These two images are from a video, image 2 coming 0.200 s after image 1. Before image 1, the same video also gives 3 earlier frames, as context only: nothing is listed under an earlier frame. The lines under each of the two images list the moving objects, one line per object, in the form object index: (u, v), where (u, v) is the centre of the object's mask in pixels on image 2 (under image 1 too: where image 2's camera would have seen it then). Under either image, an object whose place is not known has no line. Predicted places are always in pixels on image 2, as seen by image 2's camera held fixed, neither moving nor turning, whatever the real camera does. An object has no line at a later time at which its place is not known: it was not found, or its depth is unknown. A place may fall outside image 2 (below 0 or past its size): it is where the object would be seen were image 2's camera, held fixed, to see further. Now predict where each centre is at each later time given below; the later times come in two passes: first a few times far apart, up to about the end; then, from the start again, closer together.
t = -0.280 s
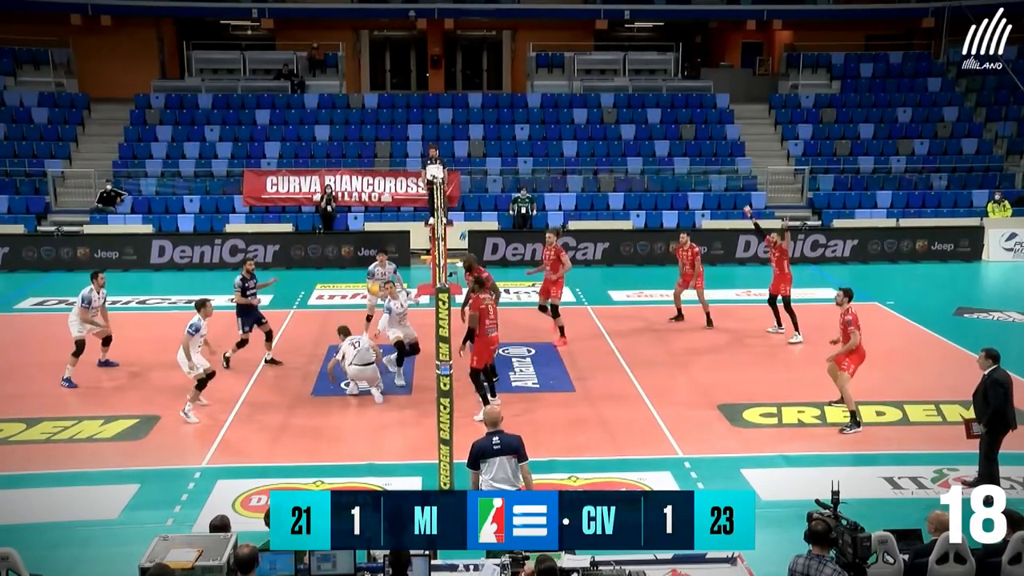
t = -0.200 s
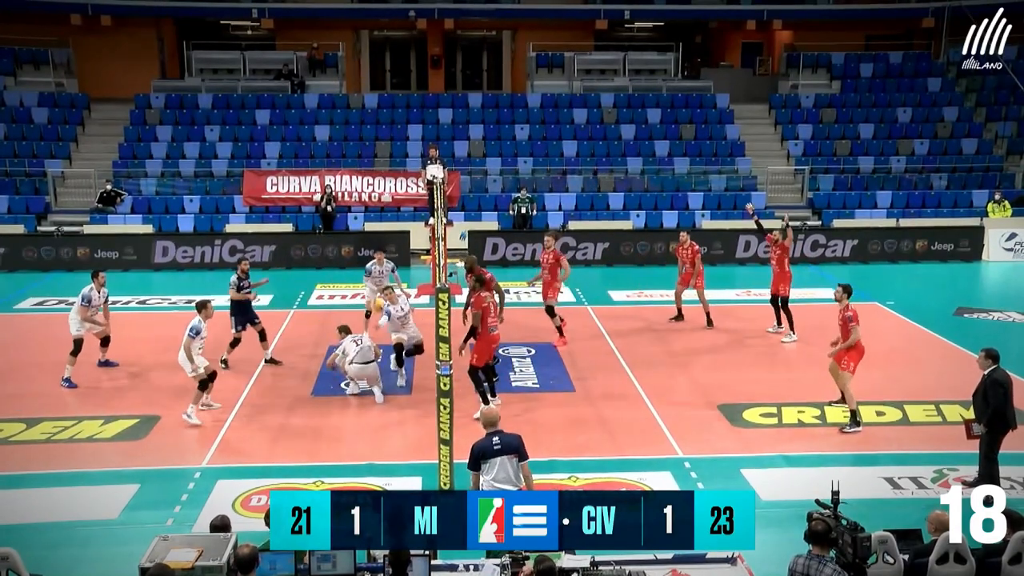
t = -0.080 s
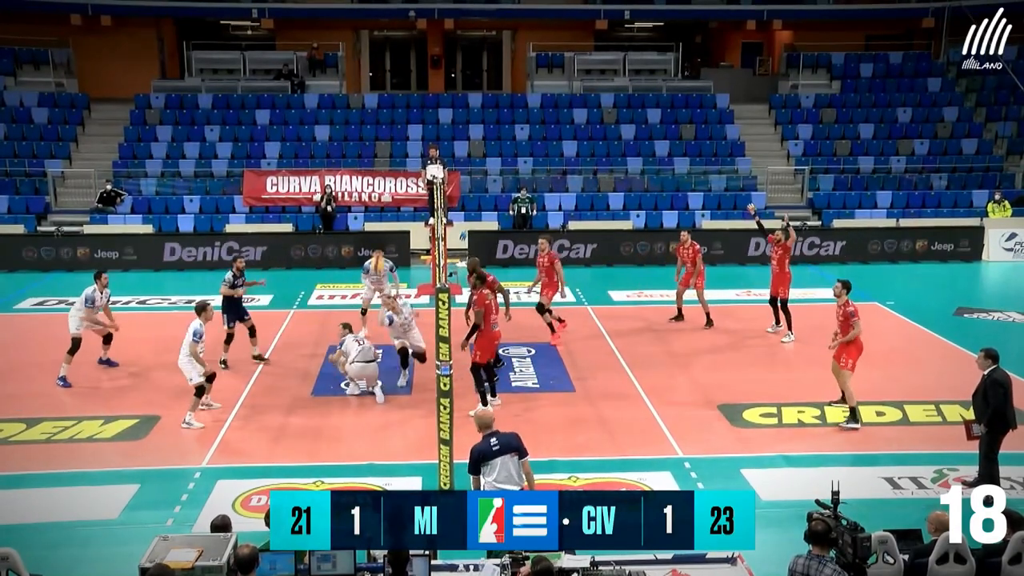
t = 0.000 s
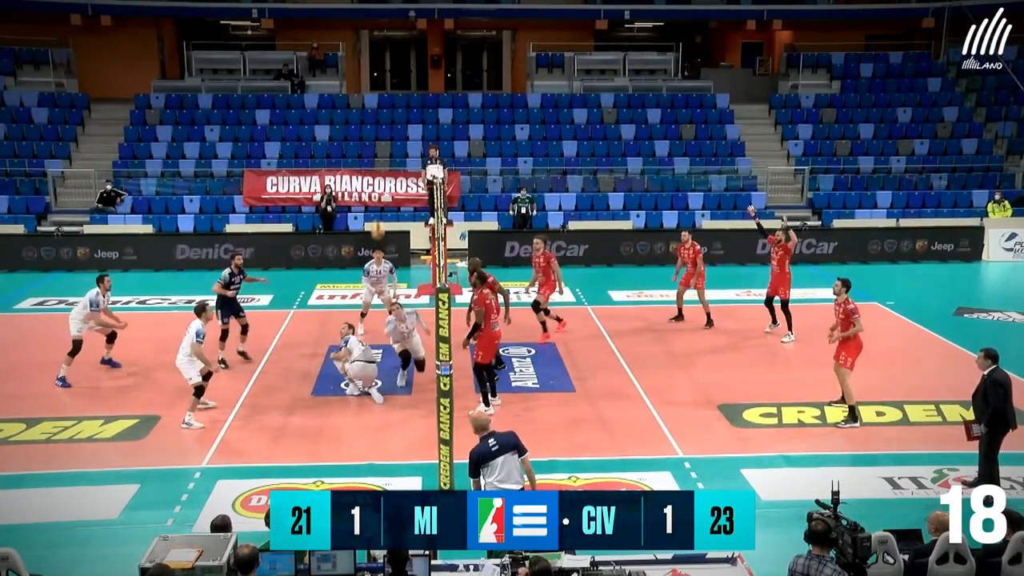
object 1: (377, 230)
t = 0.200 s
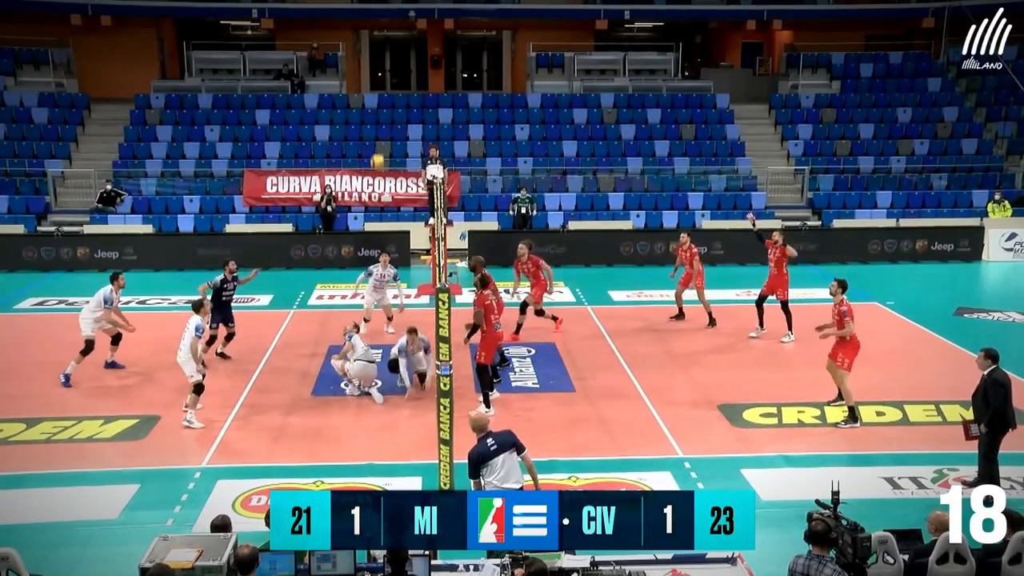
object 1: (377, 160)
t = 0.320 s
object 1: (378, 134)
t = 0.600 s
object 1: (380, 111)
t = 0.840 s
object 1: (382, 129)
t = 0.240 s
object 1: (378, 151)
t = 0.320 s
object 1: (378, 134)
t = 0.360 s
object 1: (378, 127)
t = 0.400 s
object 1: (378, 123)
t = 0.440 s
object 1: (378, 118)
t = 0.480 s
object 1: (379, 113)
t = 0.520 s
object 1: (379, 113)
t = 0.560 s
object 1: (379, 111)
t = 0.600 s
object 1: (380, 111)
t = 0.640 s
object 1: (380, 112)
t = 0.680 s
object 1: (381, 113)
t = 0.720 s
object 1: (381, 115)
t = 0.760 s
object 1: (381, 120)
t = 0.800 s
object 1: (382, 124)
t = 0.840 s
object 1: (382, 129)
